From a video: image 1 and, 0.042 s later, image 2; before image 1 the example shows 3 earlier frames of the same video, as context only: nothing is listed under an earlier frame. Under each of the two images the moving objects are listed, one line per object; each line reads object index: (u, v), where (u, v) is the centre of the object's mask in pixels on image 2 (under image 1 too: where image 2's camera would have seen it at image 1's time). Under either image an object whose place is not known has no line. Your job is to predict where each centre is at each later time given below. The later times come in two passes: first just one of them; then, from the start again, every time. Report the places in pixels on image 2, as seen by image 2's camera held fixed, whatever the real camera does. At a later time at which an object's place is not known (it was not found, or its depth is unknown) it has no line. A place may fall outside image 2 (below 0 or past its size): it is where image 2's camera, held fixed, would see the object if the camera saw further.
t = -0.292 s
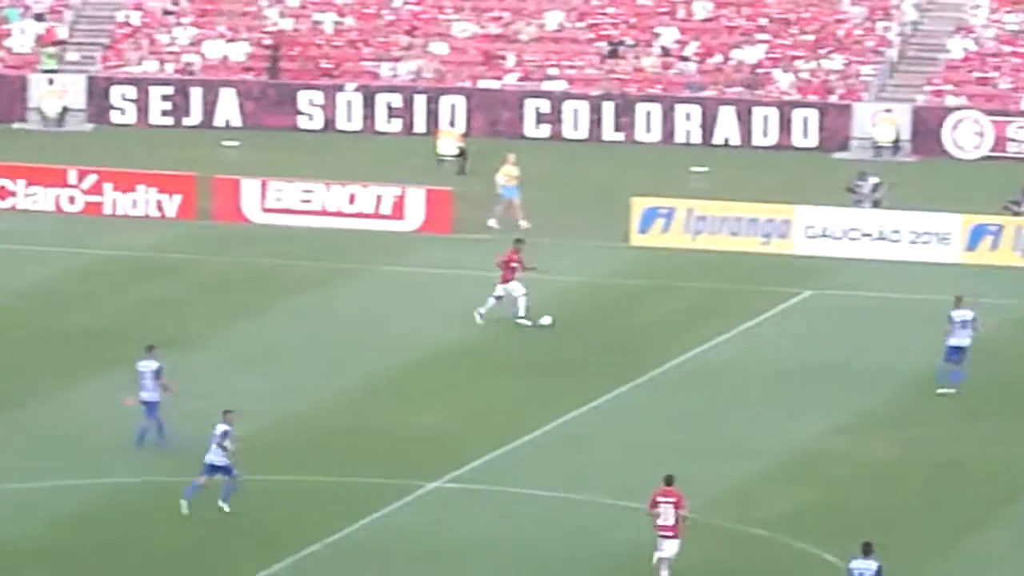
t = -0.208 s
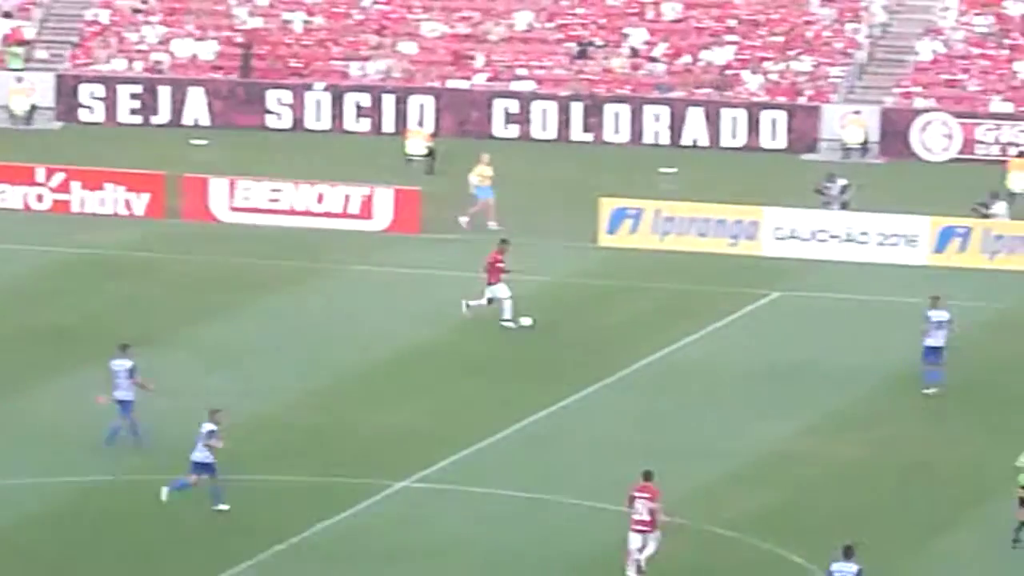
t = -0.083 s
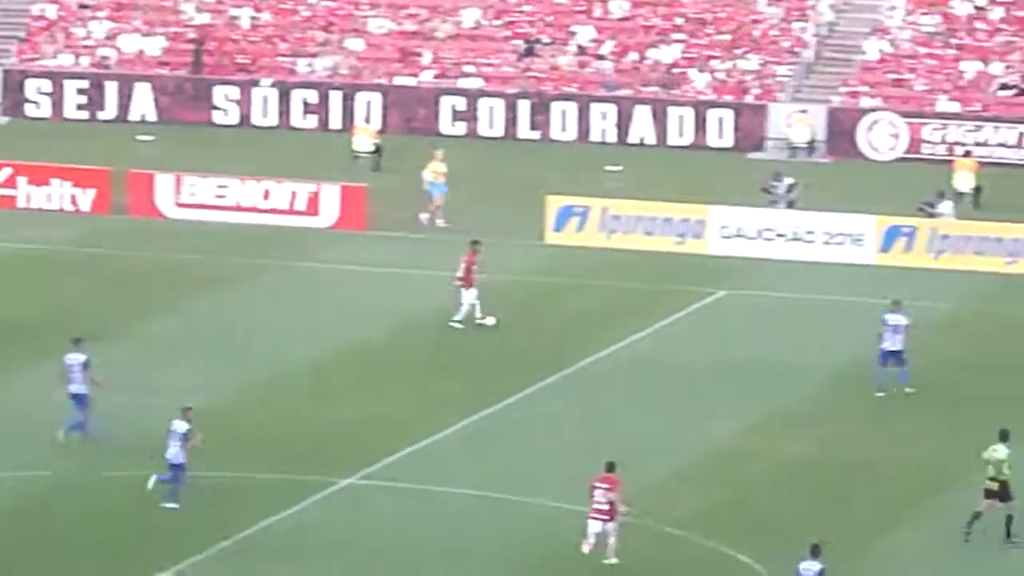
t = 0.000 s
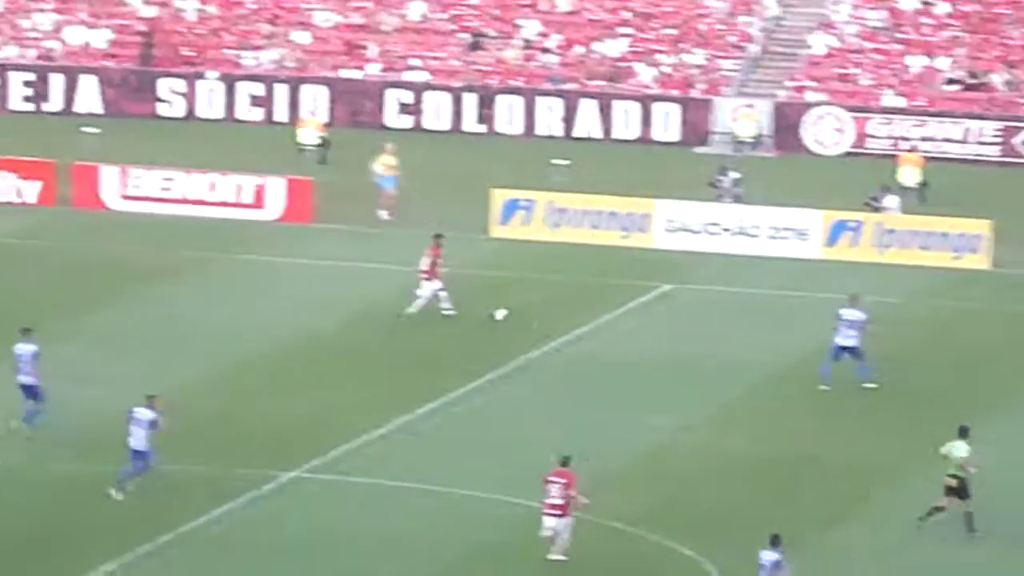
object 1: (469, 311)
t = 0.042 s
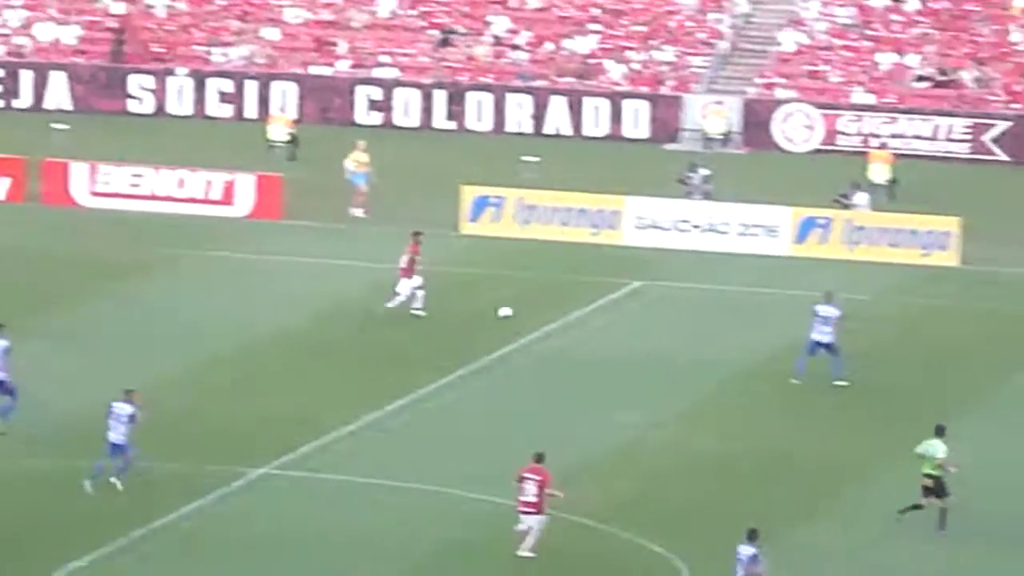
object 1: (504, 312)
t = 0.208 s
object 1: (640, 321)
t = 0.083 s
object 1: (540, 313)
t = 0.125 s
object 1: (575, 315)
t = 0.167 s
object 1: (608, 320)
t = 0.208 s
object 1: (640, 321)
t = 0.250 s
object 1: (672, 321)
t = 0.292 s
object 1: (703, 319)
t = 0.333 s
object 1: (734, 322)
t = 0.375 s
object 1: (764, 324)
